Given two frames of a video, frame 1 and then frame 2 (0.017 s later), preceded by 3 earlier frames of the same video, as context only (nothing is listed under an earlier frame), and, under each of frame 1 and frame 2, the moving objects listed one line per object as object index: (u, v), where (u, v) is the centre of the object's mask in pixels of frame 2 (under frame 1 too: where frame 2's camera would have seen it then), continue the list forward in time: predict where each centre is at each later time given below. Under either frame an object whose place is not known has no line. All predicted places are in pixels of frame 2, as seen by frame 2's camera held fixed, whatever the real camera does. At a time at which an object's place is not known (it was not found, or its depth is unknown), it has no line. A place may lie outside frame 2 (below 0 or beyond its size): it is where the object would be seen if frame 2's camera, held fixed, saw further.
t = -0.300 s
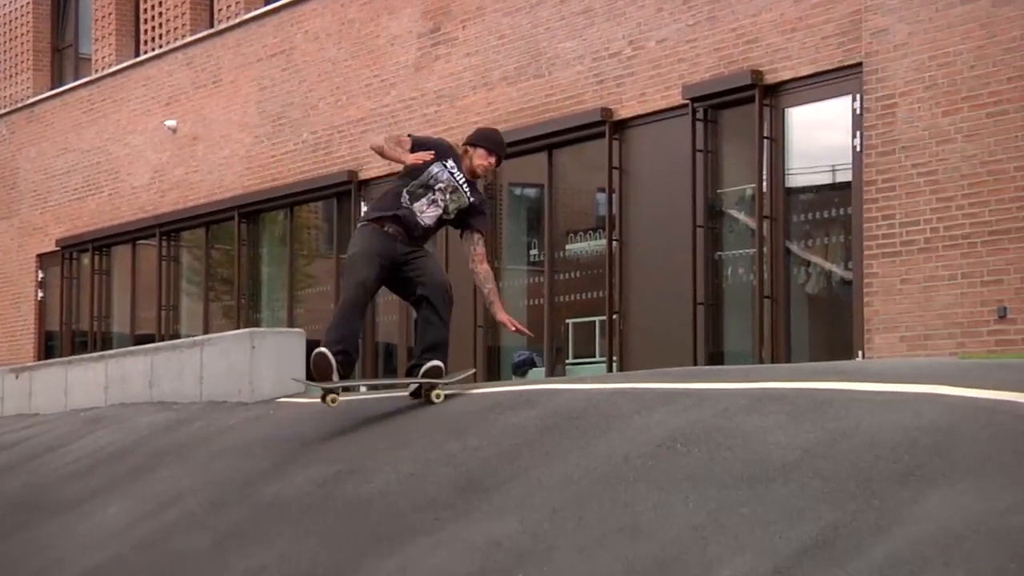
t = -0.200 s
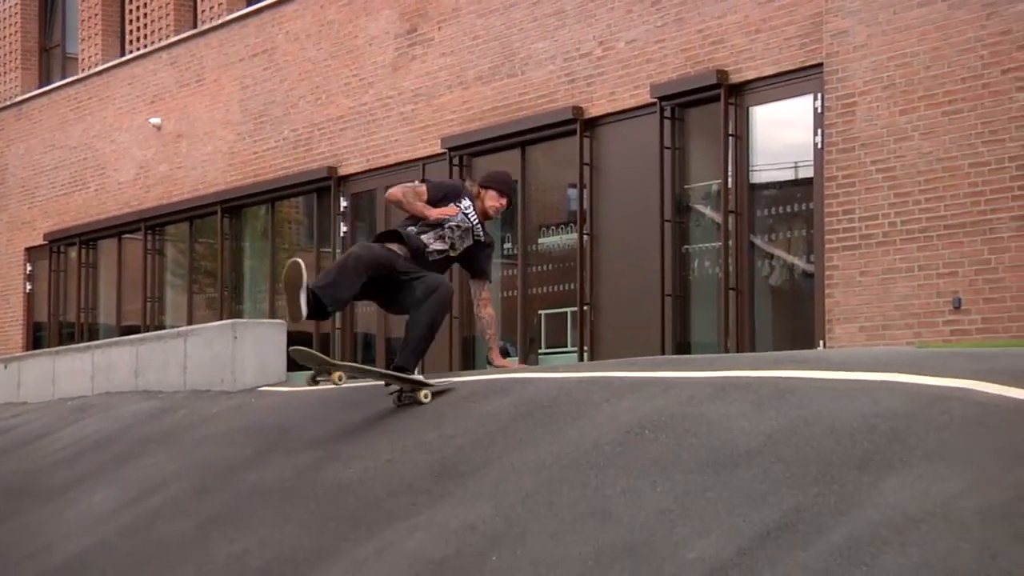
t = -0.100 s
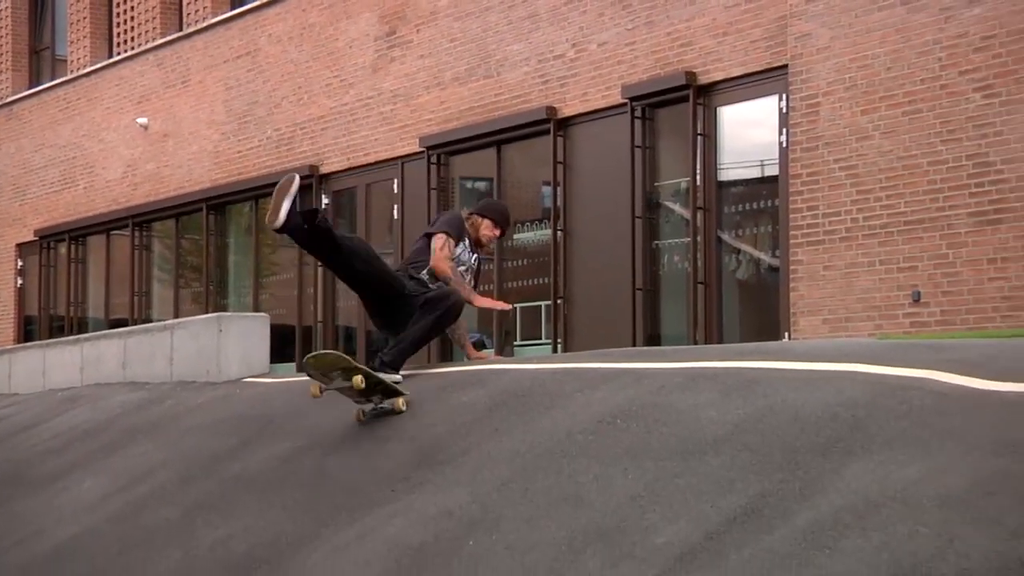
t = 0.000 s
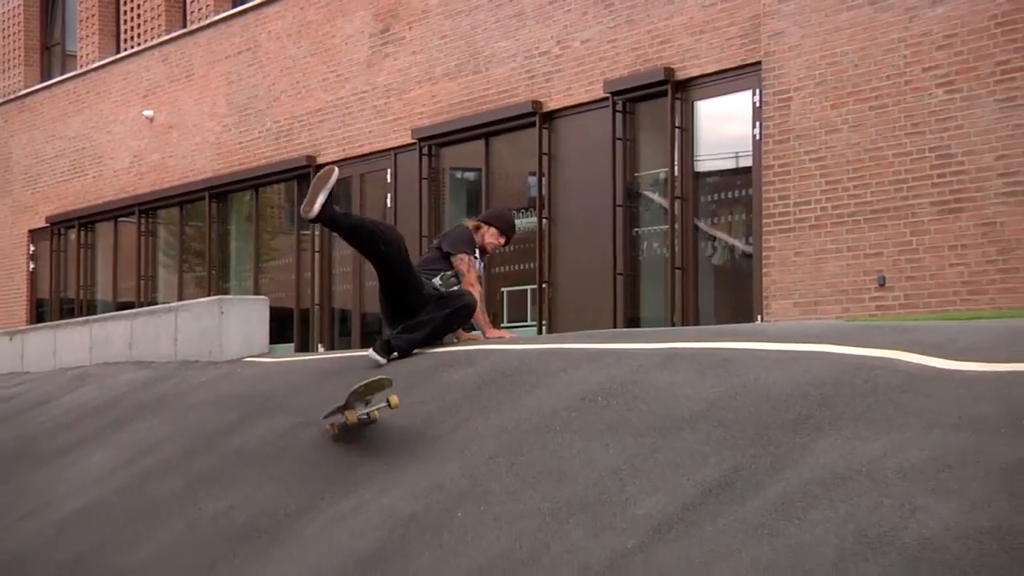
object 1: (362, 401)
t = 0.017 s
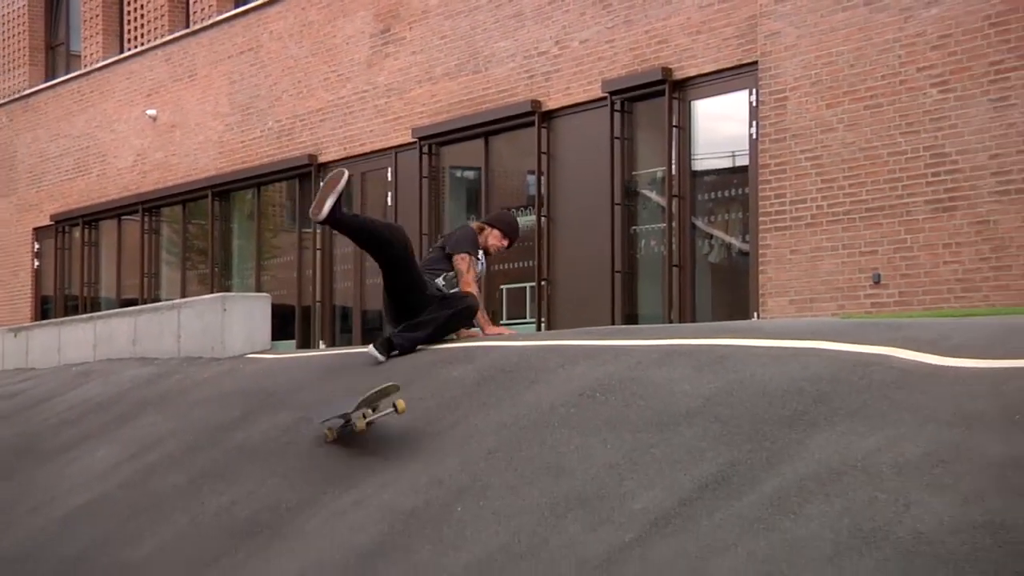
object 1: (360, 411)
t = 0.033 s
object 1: (357, 420)
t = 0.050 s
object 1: (359, 426)
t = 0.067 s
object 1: (360, 434)
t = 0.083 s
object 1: (360, 442)
